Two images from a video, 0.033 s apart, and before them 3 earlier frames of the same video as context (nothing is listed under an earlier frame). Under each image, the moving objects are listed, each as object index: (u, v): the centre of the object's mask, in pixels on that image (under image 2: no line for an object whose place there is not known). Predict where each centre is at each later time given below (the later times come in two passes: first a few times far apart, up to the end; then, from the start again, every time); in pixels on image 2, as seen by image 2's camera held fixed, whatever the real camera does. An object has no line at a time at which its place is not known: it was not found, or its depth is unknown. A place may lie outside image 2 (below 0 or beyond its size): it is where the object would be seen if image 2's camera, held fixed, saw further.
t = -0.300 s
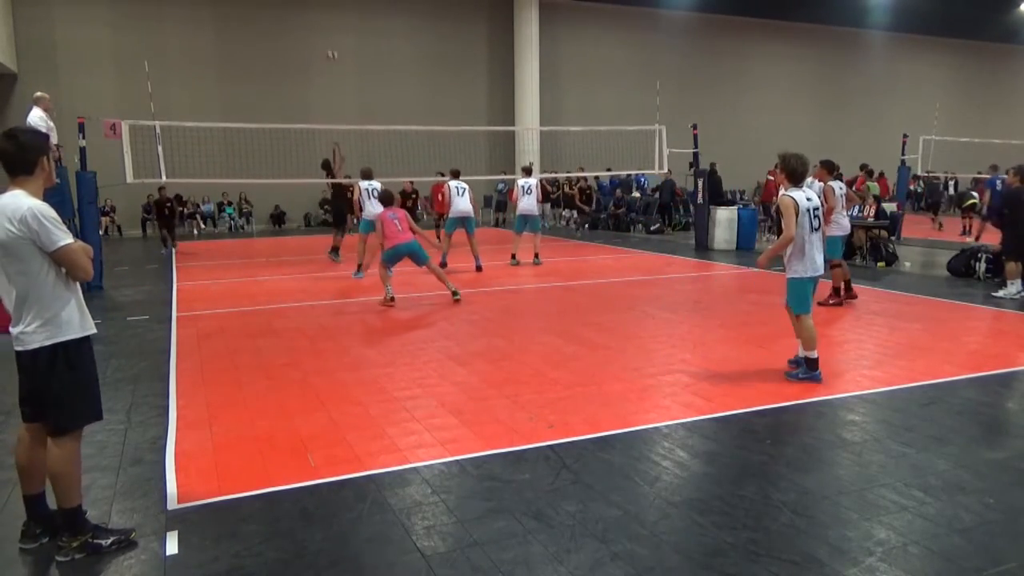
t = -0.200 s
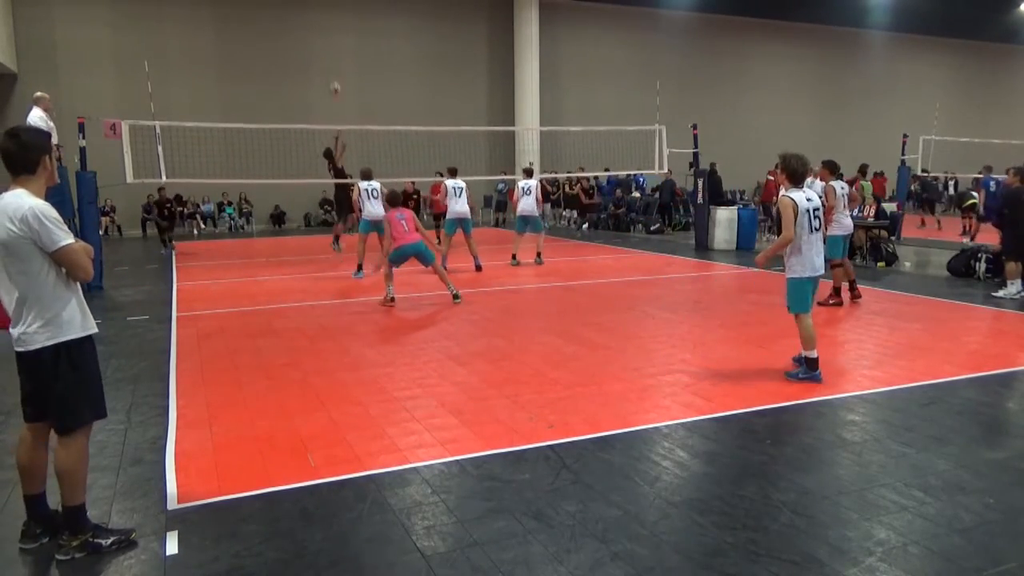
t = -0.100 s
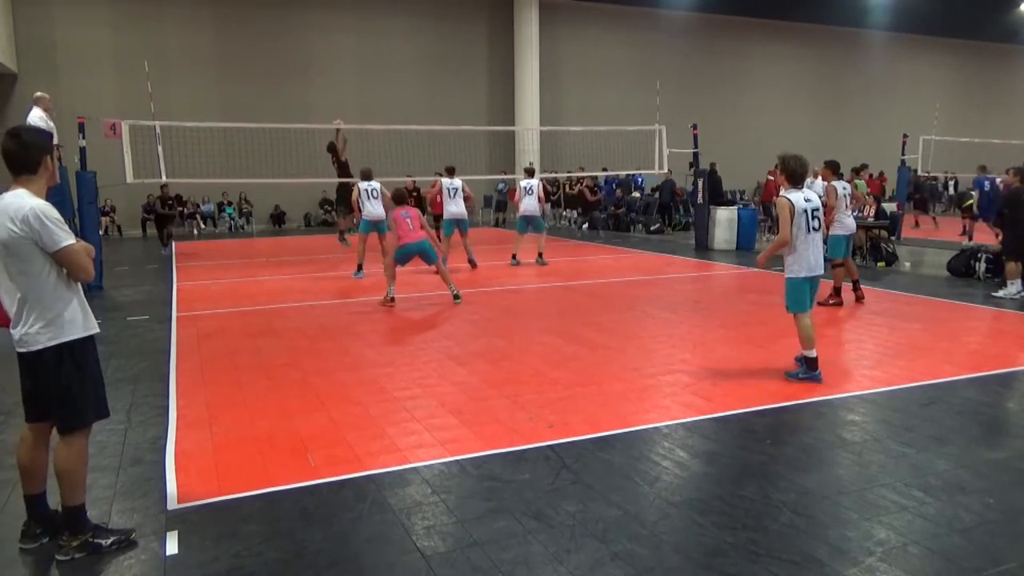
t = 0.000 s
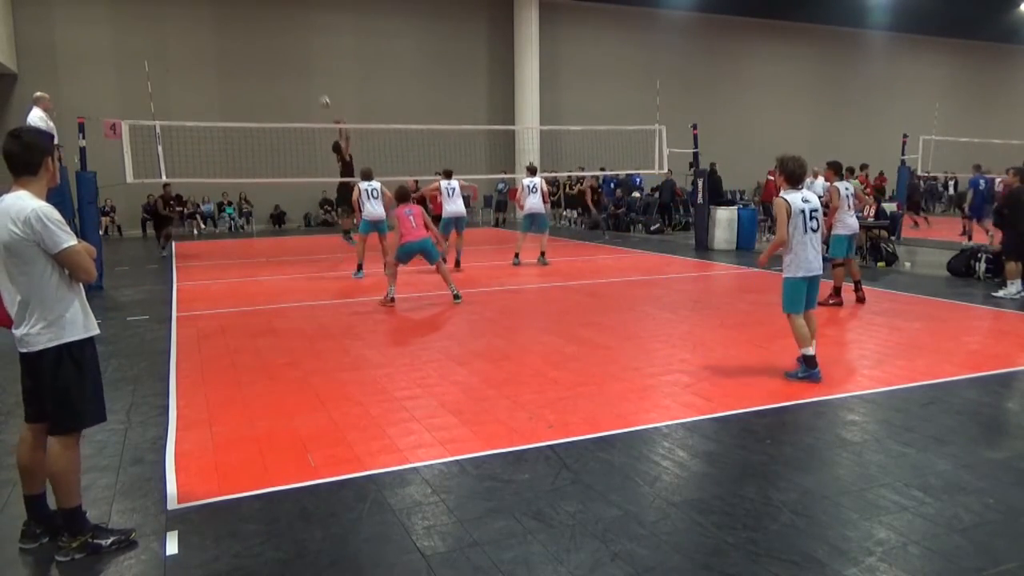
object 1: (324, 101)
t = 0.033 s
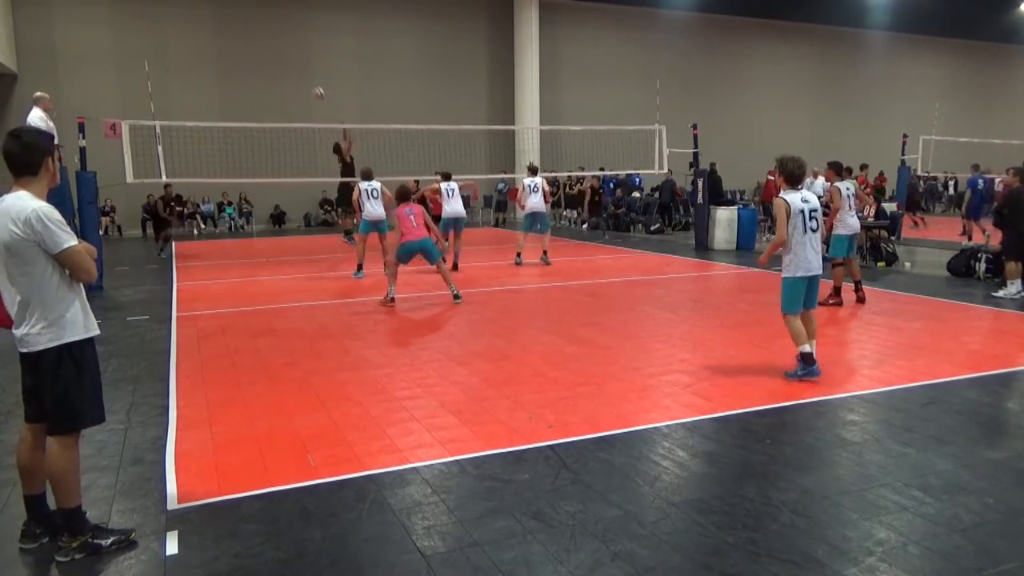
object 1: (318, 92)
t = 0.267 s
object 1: (278, 43)
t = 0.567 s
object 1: (229, 24)
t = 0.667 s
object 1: (213, 29)
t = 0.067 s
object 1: (312, 82)
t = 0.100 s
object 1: (307, 75)
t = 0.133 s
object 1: (301, 67)
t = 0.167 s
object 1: (295, 61)
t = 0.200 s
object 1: (290, 54)
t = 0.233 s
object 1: (284, 48)
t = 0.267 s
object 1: (278, 43)
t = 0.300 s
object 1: (273, 38)
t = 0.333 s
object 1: (267, 35)
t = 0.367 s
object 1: (262, 31)
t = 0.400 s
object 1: (257, 29)
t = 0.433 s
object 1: (251, 27)
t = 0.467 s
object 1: (246, 25)
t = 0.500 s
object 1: (240, 24)
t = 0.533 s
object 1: (235, 23)
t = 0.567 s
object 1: (229, 24)
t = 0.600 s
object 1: (224, 25)
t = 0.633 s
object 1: (219, 27)
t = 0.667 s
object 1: (213, 29)
